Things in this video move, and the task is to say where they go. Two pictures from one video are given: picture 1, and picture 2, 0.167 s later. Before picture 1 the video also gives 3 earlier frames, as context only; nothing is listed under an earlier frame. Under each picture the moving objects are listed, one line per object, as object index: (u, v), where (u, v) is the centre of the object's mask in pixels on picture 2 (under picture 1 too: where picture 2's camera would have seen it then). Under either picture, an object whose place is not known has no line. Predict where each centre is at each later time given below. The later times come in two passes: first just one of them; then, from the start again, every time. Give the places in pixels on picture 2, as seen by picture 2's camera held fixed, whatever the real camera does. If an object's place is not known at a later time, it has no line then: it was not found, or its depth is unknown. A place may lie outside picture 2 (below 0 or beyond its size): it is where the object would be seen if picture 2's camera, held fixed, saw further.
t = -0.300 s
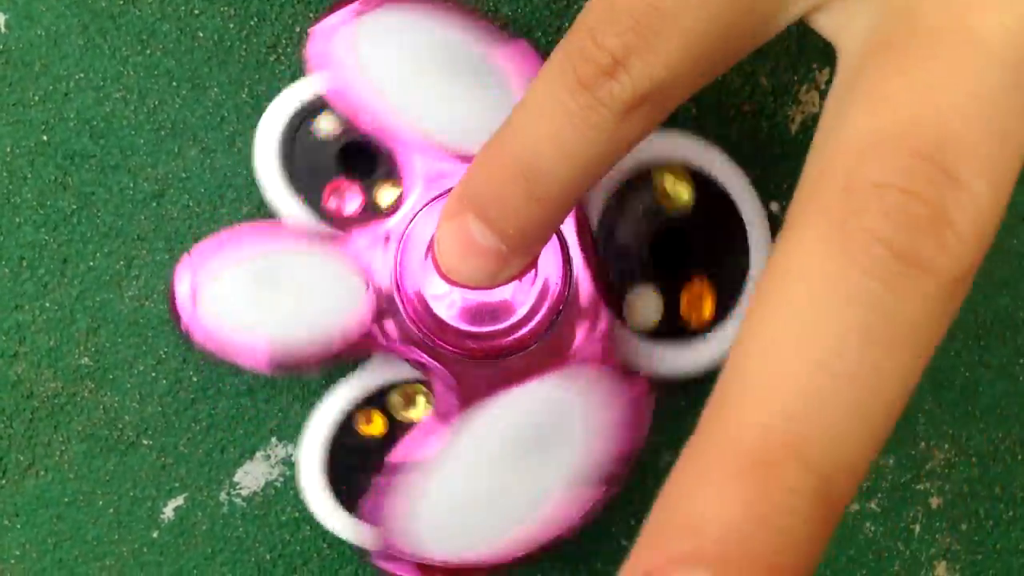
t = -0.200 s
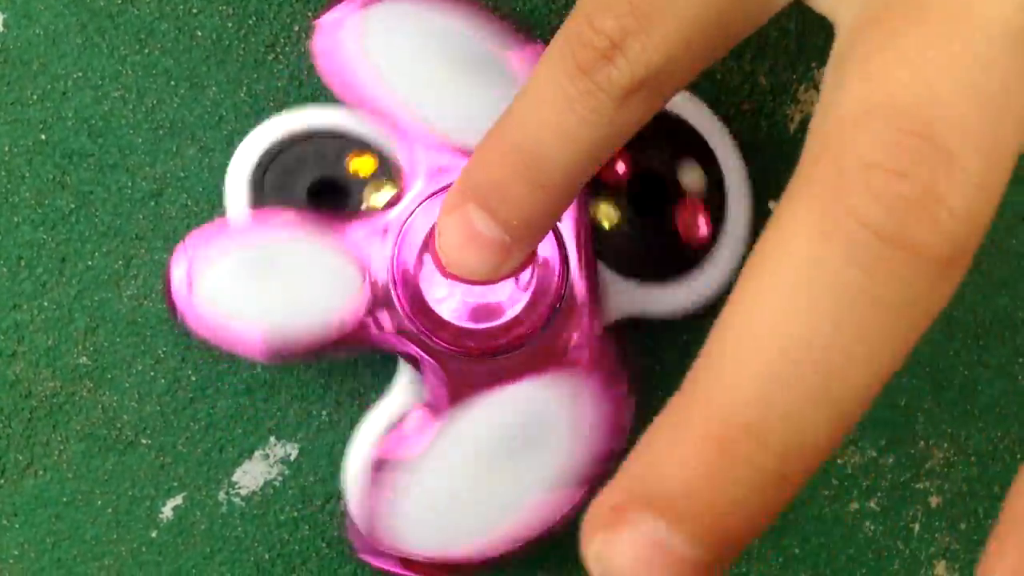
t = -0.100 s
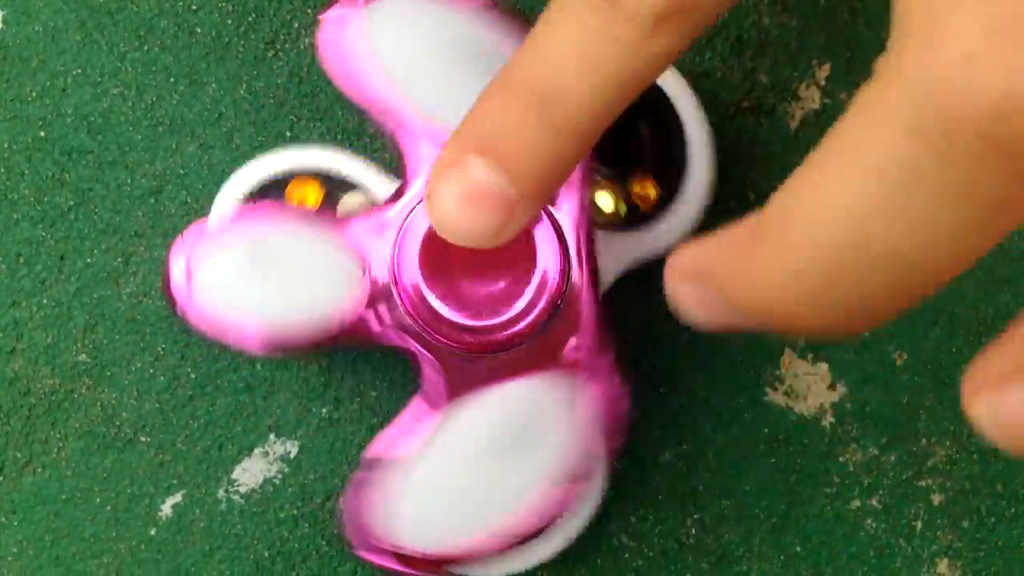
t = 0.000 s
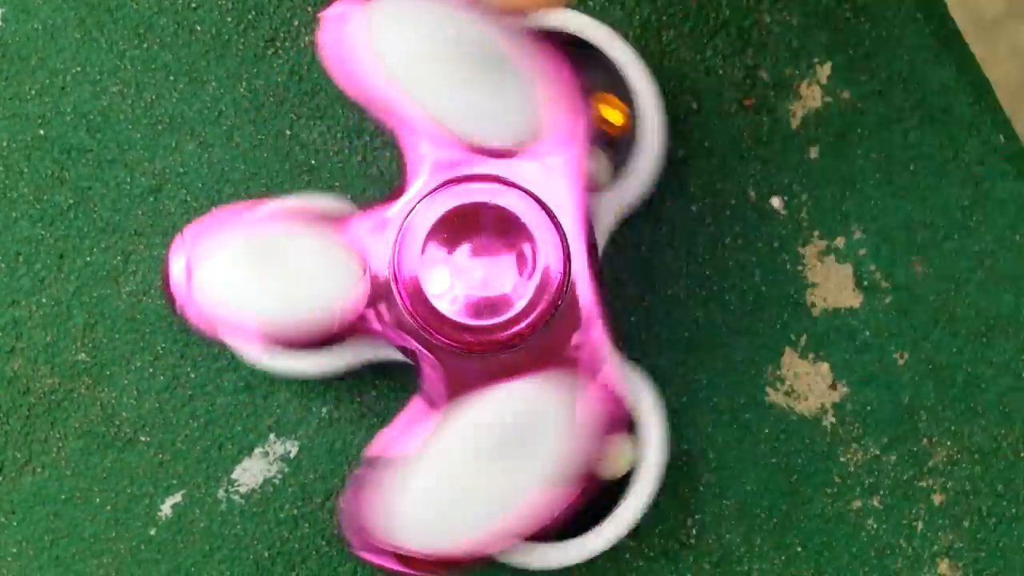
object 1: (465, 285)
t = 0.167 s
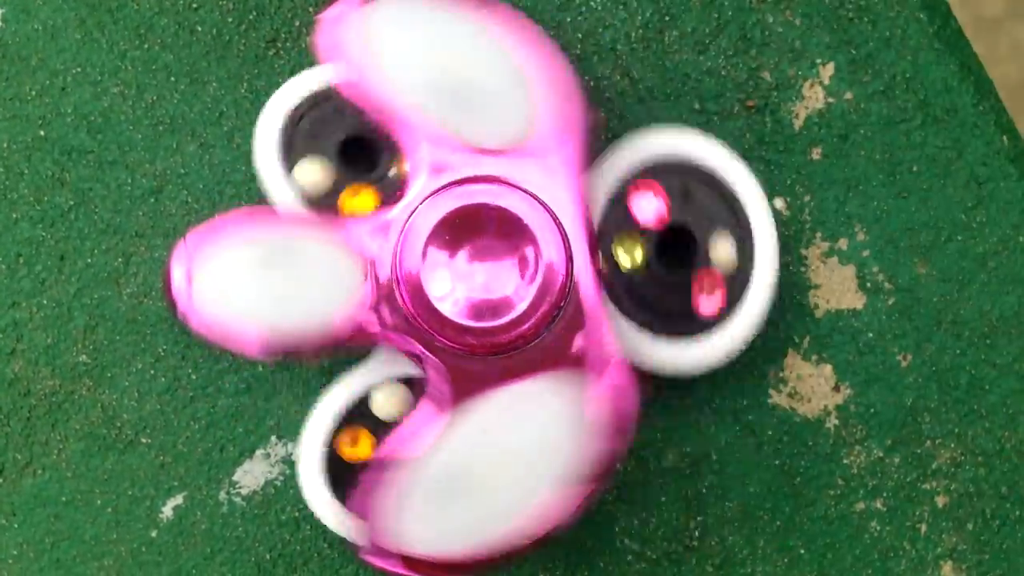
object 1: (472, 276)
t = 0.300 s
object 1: (469, 296)
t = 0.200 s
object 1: (466, 306)
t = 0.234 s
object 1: (466, 283)
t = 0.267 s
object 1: (470, 263)
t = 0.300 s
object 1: (469, 296)
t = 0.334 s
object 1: (462, 299)
